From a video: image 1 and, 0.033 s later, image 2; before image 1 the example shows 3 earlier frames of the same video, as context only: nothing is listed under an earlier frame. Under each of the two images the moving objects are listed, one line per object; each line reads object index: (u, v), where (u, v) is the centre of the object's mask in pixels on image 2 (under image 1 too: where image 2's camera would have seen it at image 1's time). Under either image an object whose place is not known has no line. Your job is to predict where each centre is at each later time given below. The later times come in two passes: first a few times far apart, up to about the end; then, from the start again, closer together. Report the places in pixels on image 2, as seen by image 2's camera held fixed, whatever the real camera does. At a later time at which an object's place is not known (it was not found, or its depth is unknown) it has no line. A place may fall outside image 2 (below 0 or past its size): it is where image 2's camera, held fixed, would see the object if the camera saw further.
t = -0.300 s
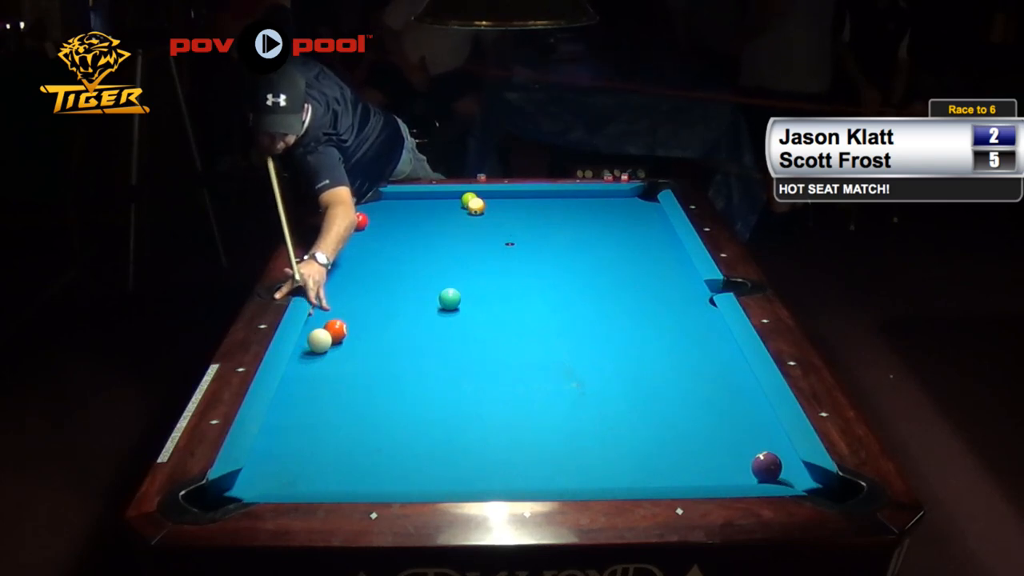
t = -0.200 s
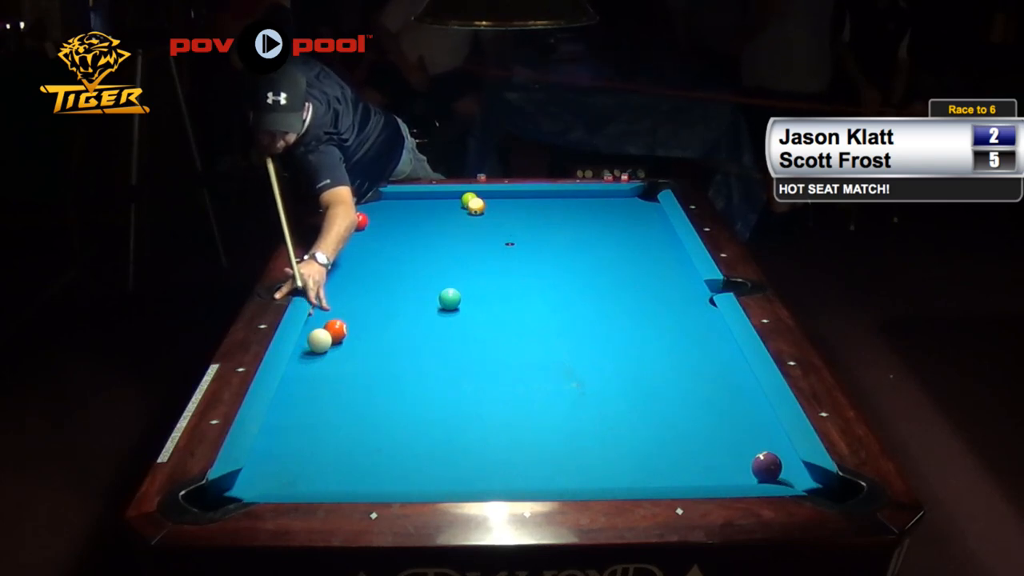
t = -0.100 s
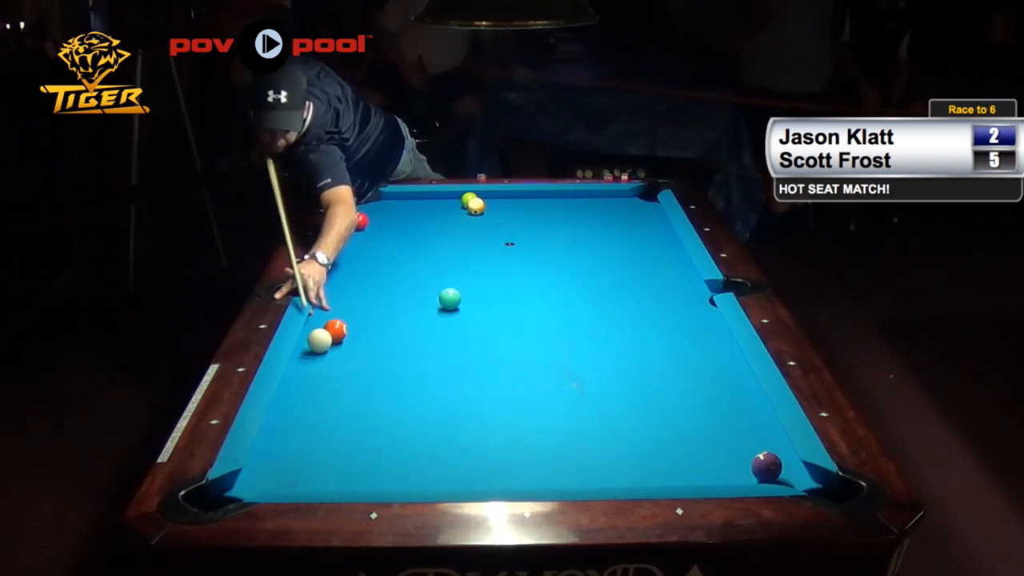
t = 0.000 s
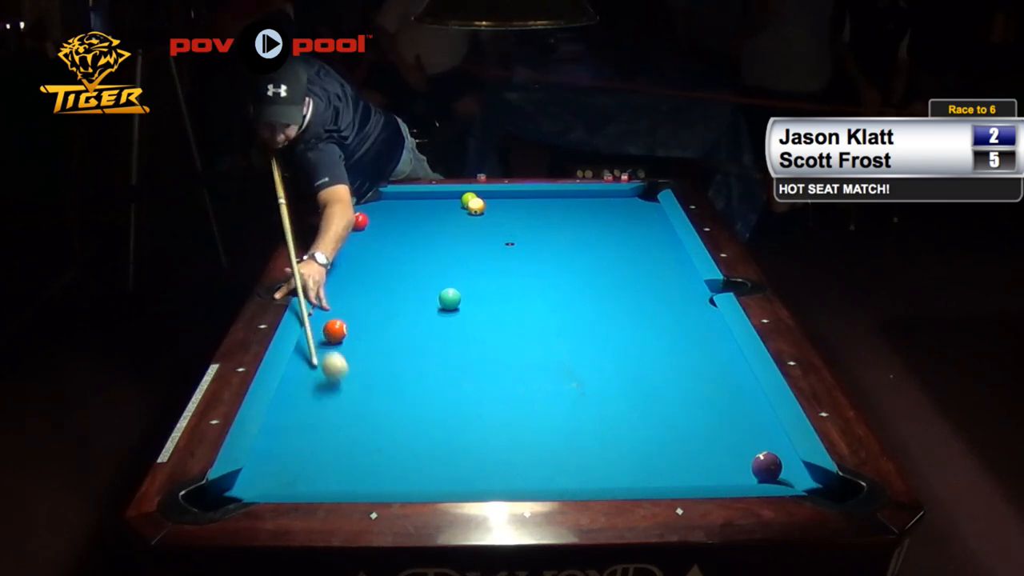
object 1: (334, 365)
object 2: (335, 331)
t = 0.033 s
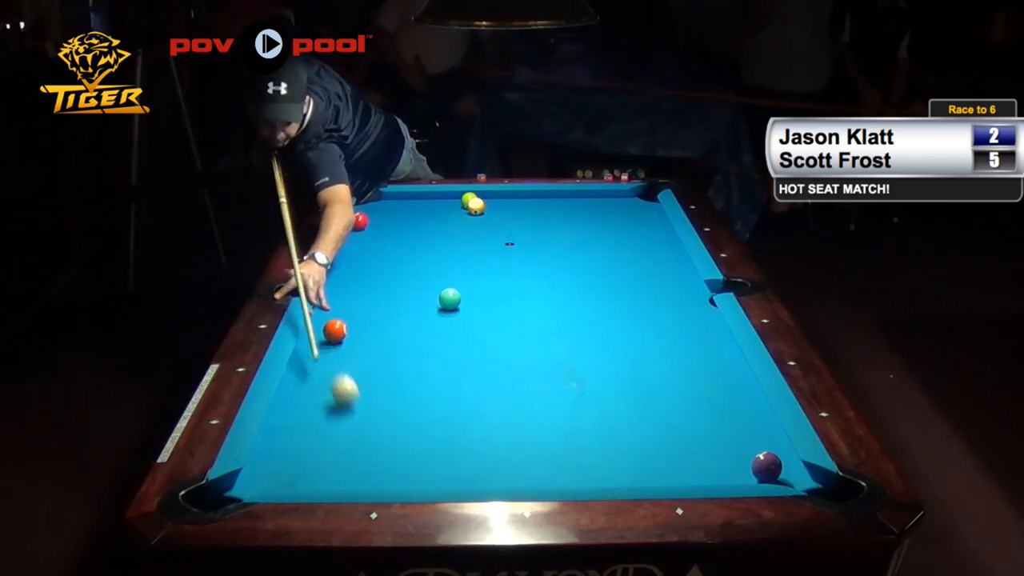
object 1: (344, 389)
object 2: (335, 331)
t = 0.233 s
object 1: (385, 452)
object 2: (335, 331)
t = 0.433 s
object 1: (361, 377)
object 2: (335, 331)
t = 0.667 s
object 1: (350, 336)
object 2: (320, 314)
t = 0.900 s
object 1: (360, 321)
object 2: (361, 291)
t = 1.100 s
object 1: (368, 308)
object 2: (389, 275)
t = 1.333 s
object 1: (376, 295)
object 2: (418, 259)
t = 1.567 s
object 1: (383, 283)
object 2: (445, 244)
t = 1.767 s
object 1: (388, 274)
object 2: (465, 232)
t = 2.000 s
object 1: (394, 264)
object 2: (486, 220)
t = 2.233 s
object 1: (400, 255)
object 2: (506, 208)
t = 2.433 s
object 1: (404, 248)
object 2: (520, 200)
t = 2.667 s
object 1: (409, 241)
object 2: (535, 196)
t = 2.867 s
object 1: (412, 235)
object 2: (546, 200)
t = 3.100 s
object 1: (415, 229)
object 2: (558, 205)
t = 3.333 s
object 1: (418, 224)
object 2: (569, 210)
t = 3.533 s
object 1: (420, 219)
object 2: (579, 214)
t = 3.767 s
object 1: (422, 215)
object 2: (589, 218)
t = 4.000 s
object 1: (424, 211)
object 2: (599, 222)
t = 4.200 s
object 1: (426, 208)
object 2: (607, 225)
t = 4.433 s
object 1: (428, 204)
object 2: (616, 229)
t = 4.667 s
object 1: (430, 202)
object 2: (624, 232)
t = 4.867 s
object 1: (431, 200)
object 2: (631, 235)
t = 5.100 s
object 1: (432, 198)
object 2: (637, 237)
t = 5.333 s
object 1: (433, 196)
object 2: (643, 239)
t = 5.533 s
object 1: (433, 196)
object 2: (647, 241)
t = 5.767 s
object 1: (433, 196)
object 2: (651, 242)
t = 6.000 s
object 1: (432, 197)
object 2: (655, 244)
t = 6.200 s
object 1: (432, 197)
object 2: (656, 244)
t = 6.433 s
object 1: (432, 197)
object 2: (657, 245)
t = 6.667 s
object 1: (432, 197)
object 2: (657, 245)
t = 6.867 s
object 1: (432, 197)
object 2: (657, 245)
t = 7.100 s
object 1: (432, 197)
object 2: (657, 245)
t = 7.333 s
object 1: (432, 197)
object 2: (657, 245)
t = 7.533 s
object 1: (432, 197)
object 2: (657, 245)
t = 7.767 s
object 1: (432, 197)
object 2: (657, 245)
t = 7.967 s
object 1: (432, 197)
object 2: (657, 245)
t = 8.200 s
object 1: (432, 197)
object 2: (657, 245)
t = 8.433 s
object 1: (432, 197)
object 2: (657, 245)
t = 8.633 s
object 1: (432, 197)
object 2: (657, 245)
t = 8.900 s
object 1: (432, 197)
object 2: (657, 245)
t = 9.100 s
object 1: (432, 197)
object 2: (657, 245)
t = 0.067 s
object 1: (355, 412)
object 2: (335, 331)
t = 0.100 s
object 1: (366, 438)
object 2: (335, 331)
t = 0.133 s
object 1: (378, 464)
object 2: (335, 331)
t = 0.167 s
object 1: (390, 480)
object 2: (335, 331)
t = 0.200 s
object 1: (388, 468)
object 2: (335, 331)
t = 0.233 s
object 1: (385, 452)
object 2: (335, 331)
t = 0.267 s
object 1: (382, 437)
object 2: (335, 331)
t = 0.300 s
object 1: (378, 422)
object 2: (335, 331)
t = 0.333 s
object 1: (374, 410)
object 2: (335, 331)
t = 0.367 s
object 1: (370, 398)
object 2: (335, 331)
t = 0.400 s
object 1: (366, 387)
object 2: (335, 331)
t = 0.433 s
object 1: (361, 377)
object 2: (335, 331)
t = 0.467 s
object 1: (356, 368)
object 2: (335, 331)
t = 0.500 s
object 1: (352, 359)
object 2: (335, 331)
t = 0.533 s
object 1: (347, 350)
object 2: (334, 330)
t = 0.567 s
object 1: (343, 342)
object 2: (333, 328)
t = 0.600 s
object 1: (344, 339)
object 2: (329, 325)
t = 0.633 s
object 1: (347, 338)
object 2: (324, 320)
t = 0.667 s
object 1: (350, 336)
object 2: (320, 314)
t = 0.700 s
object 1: (352, 334)
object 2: (328, 310)
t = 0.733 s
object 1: (354, 332)
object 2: (334, 307)
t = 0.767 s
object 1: (355, 330)
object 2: (340, 304)
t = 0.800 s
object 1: (357, 328)
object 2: (345, 300)
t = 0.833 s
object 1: (358, 325)
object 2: (350, 298)
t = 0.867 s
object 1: (359, 323)
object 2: (356, 294)
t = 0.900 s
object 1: (360, 321)
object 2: (361, 291)
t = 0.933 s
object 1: (362, 319)
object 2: (366, 289)
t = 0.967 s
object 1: (363, 316)
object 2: (371, 286)
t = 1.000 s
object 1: (364, 314)
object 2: (375, 283)
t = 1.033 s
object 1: (366, 312)
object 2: (380, 281)
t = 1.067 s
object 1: (367, 310)
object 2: (384, 278)
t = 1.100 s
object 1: (368, 308)
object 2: (389, 275)
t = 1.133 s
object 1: (369, 306)
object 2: (394, 273)
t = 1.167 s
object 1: (371, 304)
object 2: (398, 271)
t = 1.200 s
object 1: (372, 302)
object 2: (402, 268)
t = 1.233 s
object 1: (373, 300)
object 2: (406, 265)
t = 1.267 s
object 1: (374, 298)
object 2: (410, 263)
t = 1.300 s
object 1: (375, 297)
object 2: (415, 261)
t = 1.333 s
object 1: (376, 295)
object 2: (418, 259)
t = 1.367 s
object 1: (377, 293)
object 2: (422, 256)
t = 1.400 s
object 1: (378, 291)
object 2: (426, 254)
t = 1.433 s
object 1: (379, 289)
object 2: (430, 252)
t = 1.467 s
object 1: (380, 288)
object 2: (434, 250)
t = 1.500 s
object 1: (381, 286)
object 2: (437, 248)
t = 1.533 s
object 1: (382, 285)
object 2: (441, 246)
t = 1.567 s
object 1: (383, 283)
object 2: (445, 244)
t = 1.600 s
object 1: (384, 281)
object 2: (448, 241)
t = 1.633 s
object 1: (385, 280)
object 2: (452, 239)
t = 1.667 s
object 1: (386, 278)
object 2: (455, 237)
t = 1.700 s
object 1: (387, 276)
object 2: (459, 236)
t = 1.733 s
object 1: (388, 275)
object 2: (462, 234)
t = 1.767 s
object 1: (388, 274)
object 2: (465, 232)
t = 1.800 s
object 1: (390, 272)
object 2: (468, 230)
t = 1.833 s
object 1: (390, 271)
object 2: (471, 228)
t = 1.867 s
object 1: (391, 269)
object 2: (474, 226)
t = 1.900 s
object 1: (392, 268)
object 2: (478, 225)
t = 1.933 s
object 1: (393, 266)
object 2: (480, 223)
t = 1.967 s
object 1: (394, 265)
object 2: (484, 221)
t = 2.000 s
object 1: (394, 264)
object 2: (486, 220)
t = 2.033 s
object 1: (395, 262)
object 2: (489, 218)
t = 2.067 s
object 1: (396, 261)
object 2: (492, 216)
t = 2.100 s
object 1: (397, 260)
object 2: (495, 215)
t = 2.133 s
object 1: (398, 259)
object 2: (497, 213)
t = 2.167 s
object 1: (399, 257)
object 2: (500, 212)
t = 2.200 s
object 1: (399, 256)
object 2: (503, 210)
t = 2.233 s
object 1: (400, 255)
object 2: (506, 208)
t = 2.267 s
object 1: (401, 254)
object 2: (508, 207)
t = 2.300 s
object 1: (401, 253)
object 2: (511, 205)
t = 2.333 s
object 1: (402, 252)
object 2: (513, 204)
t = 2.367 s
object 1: (403, 250)
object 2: (516, 202)
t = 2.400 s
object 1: (404, 249)
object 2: (518, 201)
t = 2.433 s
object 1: (404, 248)
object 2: (520, 200)
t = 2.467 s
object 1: (405, 247)
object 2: (523, 198)
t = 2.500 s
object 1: (406, 246)
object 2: (525, 197)
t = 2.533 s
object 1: (406, 245)
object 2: (527, 196)
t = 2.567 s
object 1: (407, 244)
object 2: (530, 194)
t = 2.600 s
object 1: (407, 243)
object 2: (532, 194)
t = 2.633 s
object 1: (408, 242)
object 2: (533, 195)
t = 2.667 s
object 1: (409, 241)
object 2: (535, 196)
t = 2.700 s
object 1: (409, 240)
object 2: (537, 196)
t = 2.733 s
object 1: (410, 239)
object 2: (539, 197)
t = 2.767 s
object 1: (410, 238)
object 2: (541, 198)
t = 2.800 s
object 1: (411, 237)
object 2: (542, 198)
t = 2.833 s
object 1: (412, 236)
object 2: (544, 199)
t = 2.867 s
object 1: (412, 235)
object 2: (546, 200)
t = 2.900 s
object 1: (413, 234)
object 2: (547, 201)
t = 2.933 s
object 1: (413, 233)
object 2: (549, 201)
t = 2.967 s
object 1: (413, 232)
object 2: (551, 202)
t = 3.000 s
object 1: (414, 232)
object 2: (553, 203)
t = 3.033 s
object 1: (414, 231)
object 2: (555, 204)
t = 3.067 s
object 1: (415, 230)
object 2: (556, 205)
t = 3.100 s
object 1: (415, 229)
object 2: (558, 205)
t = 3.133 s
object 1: (416, 228)
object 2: (560, 206)
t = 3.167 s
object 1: (416, 228)
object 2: (561, 206)
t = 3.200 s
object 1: (416, 227)
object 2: (563, 207)
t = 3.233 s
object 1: (417, 226)
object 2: (564, 208)
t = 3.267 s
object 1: (417, 225)
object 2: (566, 208)
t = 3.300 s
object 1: (418, 224)
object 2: (568, 209)
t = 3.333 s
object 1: (418, 224)
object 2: (569, 210)
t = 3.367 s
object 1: (418, 223)
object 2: (571, 210)
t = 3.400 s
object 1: (419, 222)
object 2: (572, 211)
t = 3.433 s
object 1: (419, 221)
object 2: (574, 212)
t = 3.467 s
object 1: (419, 221)
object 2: (576, 212)
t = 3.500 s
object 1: (419, 220)
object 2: (578, 213)
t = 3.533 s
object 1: (420, 219)
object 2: (579, 214)
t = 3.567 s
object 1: (420, 219)
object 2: (581, 214)
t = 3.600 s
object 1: (420, 218)
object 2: (582, 215)
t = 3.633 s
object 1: (421, 217)
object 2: (583, 216)
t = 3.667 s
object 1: (421, 217)
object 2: (585, 216)
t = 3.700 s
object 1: (421, 216)
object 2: (586, 217)
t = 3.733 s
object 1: (422, 215)
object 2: (588, 218)
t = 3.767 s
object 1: (422, 215)
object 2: (589, 218)
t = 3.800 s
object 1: (422, 214)
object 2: (591, 219)
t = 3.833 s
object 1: (422, 214)
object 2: (592, 219)
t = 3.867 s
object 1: (423, 213)
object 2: (594, 220)
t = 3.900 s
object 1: (423, 212)
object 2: (595, 220)
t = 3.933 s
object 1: (423, 212)
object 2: (596, 221)
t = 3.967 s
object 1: (424, 211)
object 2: (598, 222)
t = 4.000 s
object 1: (424, 211)
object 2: (599, 222)
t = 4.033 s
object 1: (424, 210)
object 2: (601, 223)
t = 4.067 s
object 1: (425, 210)
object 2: (602, 223)
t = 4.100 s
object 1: (425, 209)
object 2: (603, 224)
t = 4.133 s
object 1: (425, 209)
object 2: (605, 224)
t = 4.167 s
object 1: (426, 208)
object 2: (606, 225)
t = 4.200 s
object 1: (426, 208)
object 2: (607, 225)
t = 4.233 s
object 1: (426, 207)
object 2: (609, 226)
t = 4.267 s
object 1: (427, 207)
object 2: (610, 227)
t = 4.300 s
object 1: (427, 206)
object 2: (611, 227)
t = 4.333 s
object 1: (427, 206)
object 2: (613, 228)
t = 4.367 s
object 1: (427, 205)
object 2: (614, 228)
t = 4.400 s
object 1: (428, 205)
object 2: (615, 229)
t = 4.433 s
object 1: (428, 204)
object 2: (616, 229)
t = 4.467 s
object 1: (428, 204)
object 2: (618, 230)
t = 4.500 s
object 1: (429, 203)
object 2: (619, 230)
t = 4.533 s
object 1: (429, 203)
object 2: (620, 230)
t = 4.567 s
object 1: (429, 203)
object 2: (621, 231)
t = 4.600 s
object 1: (429, 202)
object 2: (622, 231)
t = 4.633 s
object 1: (429, 202)
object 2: (623, 232)
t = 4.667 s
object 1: (430, 202)
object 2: (624, 232)
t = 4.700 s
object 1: (430, 201)
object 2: (625, 233)
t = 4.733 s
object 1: (430, 201)
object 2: (626, 233)
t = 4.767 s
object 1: (430, 201)
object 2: (628, 234)
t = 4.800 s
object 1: (431, 200)
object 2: (629, 234)
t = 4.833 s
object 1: (431, 200)
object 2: (630, 234)
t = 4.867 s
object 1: (431, 200)
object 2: (631, 235)
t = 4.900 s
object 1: (431, 199)
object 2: (632, 235)
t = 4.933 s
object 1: (431, 199)
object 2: (633, 235)
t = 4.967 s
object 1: (431, 199)
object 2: (634, 236)
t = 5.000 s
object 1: (431, 199)
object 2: (634, 236)
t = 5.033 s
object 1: (432, 198)
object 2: (635, 237)
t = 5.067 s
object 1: (432, 198)
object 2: (636, 237)
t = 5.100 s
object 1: (432, 198)
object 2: (637, 237)
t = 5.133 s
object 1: (432, 198)
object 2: (638, 238)
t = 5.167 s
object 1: (432, 197)
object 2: (639, 238)
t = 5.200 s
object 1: (432, 197)
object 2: (640, 238)
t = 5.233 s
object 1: (432, 197)
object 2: (641, 239)
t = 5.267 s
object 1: (433, 197)
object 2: (642, 239)
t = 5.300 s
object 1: (433, 196)
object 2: (642, 239)
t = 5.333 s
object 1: (433, 196)
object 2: (643, 239)
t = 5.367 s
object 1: (433, 196)
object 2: (644, 240)
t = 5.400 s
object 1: (433, 196)
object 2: (645, 240)
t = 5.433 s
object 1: (433, 195)
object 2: (645, 240)
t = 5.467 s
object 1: (433, 195)
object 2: (646, 240)
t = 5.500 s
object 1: (433, 196)
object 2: (647, 241)
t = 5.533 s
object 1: (433, 196)
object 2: (647, 241)
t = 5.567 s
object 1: (433, 196)
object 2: (648, 241)
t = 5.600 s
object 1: (433, 196)
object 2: (649, 242)
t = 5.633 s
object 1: (433, 196)
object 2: (649, 242)
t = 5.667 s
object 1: (433, 196)
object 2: (650, 242)
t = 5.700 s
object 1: (433, 196)
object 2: (650, 242)
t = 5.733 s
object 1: (433, 196)
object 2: (651, 242)
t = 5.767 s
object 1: (433, 196)
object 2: (651, 242)
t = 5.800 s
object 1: (433, 196)
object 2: (652, 243)
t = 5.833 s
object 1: (433, 196)
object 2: (653, 243)
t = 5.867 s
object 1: (433, 196)
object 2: (653, 243)
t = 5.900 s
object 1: (433, 196)
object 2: (653, 243)
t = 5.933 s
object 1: (433, 196)
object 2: (654, 243)
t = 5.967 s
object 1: (433, 196)
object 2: (654, 244)
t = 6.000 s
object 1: (432, 197)
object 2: (655, 244)
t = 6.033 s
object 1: (432, 197)
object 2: (655, 244)
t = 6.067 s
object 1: (432, 197)
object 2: (655, 244)
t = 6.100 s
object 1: (432, 197)
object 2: (656, 244)
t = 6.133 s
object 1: (432, 197)
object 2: (656, 244)
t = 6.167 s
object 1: (432, 197)
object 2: (656, 244)
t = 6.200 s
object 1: (432, 197)
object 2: (656, 244)
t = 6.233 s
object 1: (432, 197)
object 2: (657, 245)
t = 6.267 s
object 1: (432, 197)
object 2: (657, 245)
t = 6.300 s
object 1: (432, 197)
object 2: (657, 245)
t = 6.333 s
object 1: (432, 197)
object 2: (657, 245)
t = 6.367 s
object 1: (432, 197)
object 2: (657, 245)
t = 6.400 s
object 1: (432, 197)
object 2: (657, 245)
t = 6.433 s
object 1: (432, 197)
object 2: (657, 245)
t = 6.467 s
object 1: (432, 197)
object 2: (657, 245)
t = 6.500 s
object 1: (432, 197)
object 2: (657, 245)
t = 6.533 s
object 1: (432, 197)
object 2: (657, 245)
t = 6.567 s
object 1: (432, 197)
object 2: (657, 245)
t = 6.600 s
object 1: (432, 197)
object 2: (657, 245)
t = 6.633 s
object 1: (432, 197)
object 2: (657, 245)
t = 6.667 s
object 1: (432, 197)
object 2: (657, 245)
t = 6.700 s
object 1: (432, 197)
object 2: (657, 245)
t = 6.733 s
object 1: (432, 197)
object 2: (657, 245)
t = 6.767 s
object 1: (432, 197)
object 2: (657, 245)
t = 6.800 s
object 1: (432, 197)
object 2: (657, 245)
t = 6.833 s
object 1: (432, 197)
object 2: (657, 245)
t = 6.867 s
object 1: (432, 197)
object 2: (657, 245)
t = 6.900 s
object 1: (432, 197)
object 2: (657, 245)
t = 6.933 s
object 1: (432, 197)
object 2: (657, 245)
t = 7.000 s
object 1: (432, 197)
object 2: (657, 245)
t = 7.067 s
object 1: (432, 197)
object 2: (657, 245)
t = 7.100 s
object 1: (432, 197)
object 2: (657, 245)
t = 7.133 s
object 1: (432, 197)
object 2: (657, 245)
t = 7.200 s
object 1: (432, 197)
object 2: (657, 245)
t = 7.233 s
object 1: (432, 197)
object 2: (657, 245)
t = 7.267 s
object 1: (432, 197)
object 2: (657, 245)
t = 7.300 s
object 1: (432, 197)
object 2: (657, 245)
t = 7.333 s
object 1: (432, 197)
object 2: (657, 245)
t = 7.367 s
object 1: (432, 197)
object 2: (657, 245)
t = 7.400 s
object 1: (432, 197)
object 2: (657, 245)
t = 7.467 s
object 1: (432, 197)
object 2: (657, 245)
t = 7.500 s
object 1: (432, 197)
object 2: (657, 245)
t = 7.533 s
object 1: (432, 197)
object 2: (657, 245)
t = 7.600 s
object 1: (432, 197)
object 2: (657, 245)
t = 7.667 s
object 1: (432, 197)
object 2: (657, 245)
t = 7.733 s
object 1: (432, 197)
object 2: (657, 245)
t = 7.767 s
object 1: (432, 197)
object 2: (657, 245)
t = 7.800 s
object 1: (432, 197)
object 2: (657, 245)
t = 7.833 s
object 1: (432, 197)
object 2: (657, 245)
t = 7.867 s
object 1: (432, 197)
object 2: (657, 245)
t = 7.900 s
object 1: (432, 197)
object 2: (657, 245)
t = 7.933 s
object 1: (432, 197)
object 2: (657, 245)
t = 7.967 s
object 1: (432, 197)
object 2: (657, 245)
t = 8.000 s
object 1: (432, 197)
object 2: (657, 245)
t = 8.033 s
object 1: (432, 197)
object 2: (657, 245)
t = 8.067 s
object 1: (432, 197)
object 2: (657, 245)
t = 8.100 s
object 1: (432, 197)
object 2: (657, 245)
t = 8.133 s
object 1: (432, 197)
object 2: (657, 245)
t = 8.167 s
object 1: (432, 197)
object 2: (657, 245)
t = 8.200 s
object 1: (432, 197)
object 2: (657, 245)
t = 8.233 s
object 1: (432, 197)
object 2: (657, 245)
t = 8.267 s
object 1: (432, 197)
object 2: (657, 245)
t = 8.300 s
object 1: (432, 197)
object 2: (657, 245)
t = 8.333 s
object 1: (432, 197)
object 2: (657, 245)
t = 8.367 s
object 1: (432, 197)
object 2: (657, 245)
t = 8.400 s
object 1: (432, 197)
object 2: (657, 245)
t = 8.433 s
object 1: (432, 197)
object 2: (657, 245)
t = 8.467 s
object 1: (432, 197)
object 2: (657, 245)
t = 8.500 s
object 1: (432, 197)
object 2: (657, 245)
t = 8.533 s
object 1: (432, 197)
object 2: (657, 245)
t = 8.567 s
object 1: (432, 197)
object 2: (657, 245)
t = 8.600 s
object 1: (432, 197)
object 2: (657, 245)
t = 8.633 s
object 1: (432, 197)
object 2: (657, 245)
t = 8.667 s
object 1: (432, 197)
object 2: (657, 245)
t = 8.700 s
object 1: (432, 197)
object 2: (657, 245)
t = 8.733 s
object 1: (432, 197)
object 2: (657, 245)
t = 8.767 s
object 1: (432, 197)
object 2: (657, 245)
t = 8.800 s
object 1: (432, 197)
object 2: (657, 245)
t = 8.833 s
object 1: (432, 197)
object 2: (657, 245)
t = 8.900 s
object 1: (432, 197)
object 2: (657, 245)
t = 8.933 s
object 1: (432, 197)
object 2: (657, 245)
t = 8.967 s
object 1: (432, 197)
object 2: (657, 245)
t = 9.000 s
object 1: (432, 197)
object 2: (657, 245)
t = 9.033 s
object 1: (432, 197)
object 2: (657, 245)
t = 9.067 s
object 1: (432, 197)
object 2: (657, 245)
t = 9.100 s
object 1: (432, 197)
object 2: (657, 245)
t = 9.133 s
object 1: (432, 197)
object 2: (657, 245)
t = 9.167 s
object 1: (432, 197)
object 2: (657, 245)
